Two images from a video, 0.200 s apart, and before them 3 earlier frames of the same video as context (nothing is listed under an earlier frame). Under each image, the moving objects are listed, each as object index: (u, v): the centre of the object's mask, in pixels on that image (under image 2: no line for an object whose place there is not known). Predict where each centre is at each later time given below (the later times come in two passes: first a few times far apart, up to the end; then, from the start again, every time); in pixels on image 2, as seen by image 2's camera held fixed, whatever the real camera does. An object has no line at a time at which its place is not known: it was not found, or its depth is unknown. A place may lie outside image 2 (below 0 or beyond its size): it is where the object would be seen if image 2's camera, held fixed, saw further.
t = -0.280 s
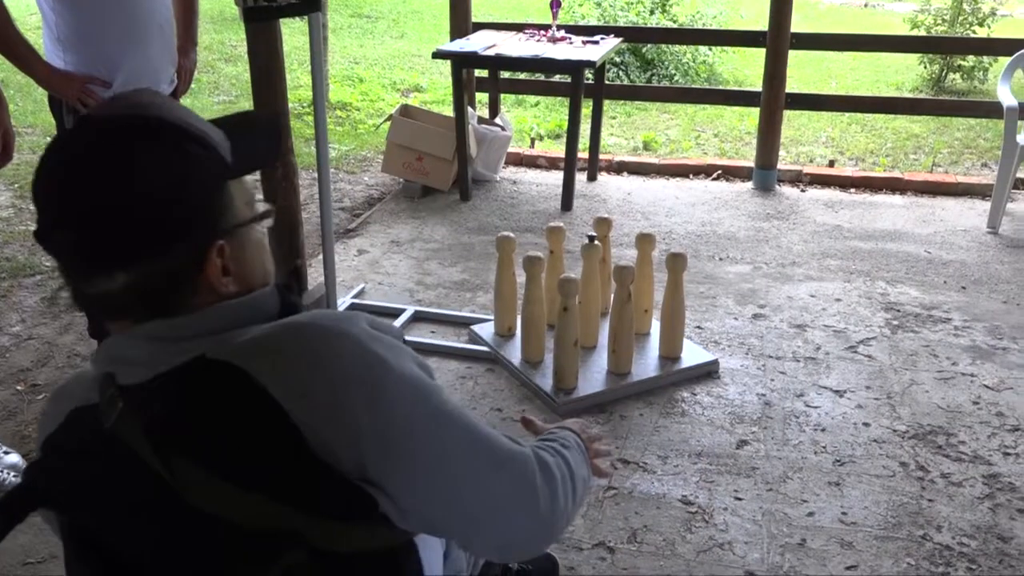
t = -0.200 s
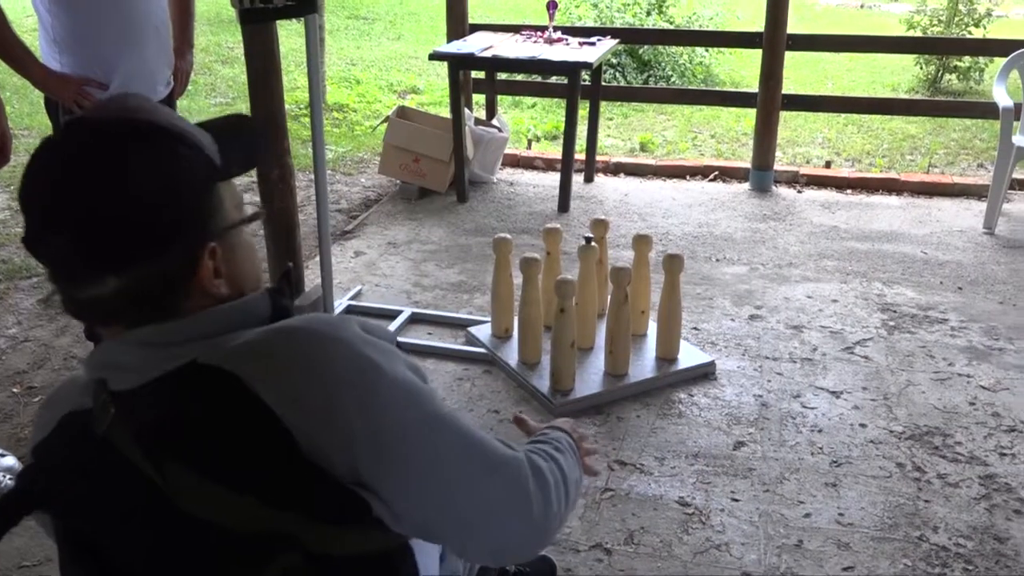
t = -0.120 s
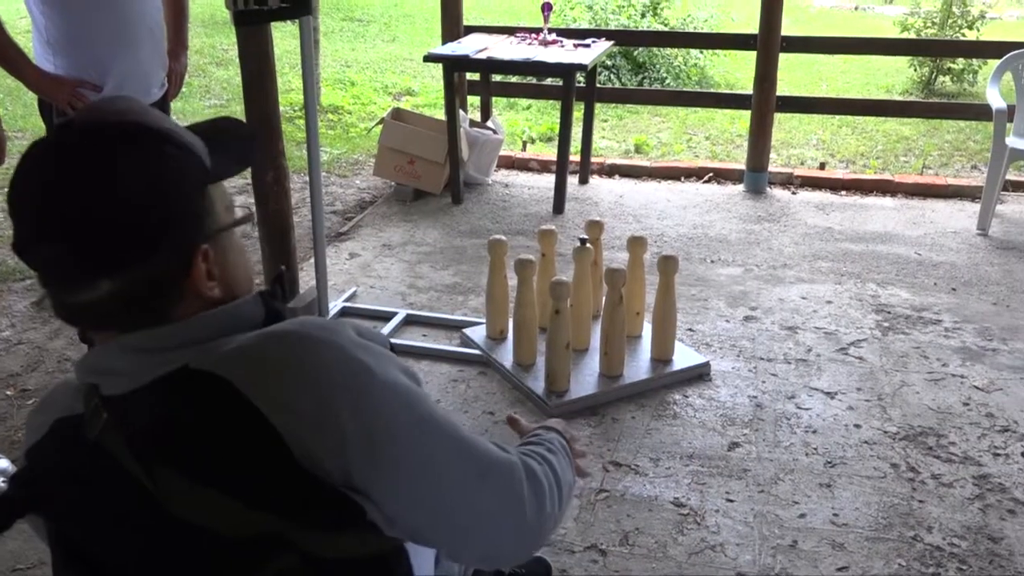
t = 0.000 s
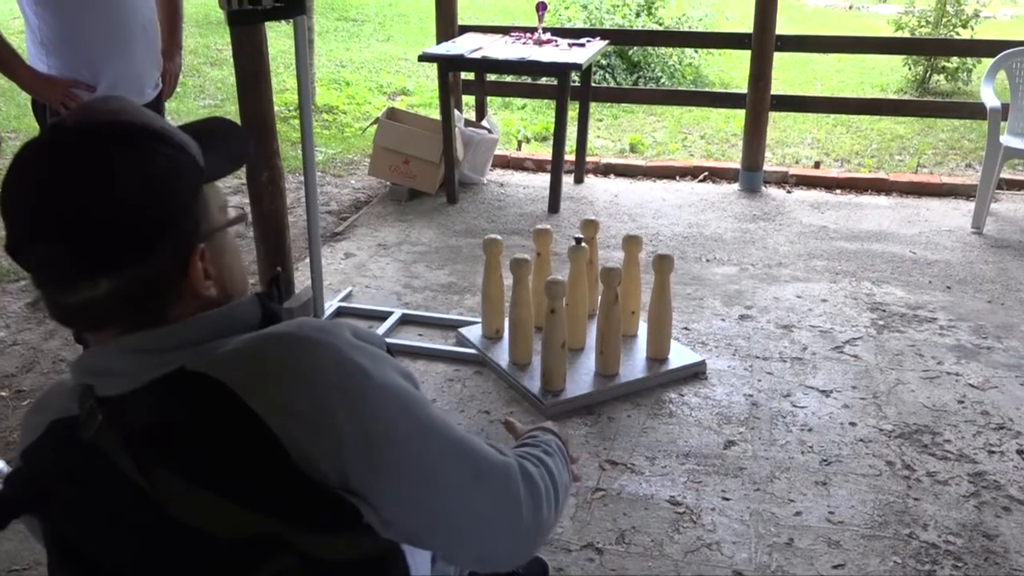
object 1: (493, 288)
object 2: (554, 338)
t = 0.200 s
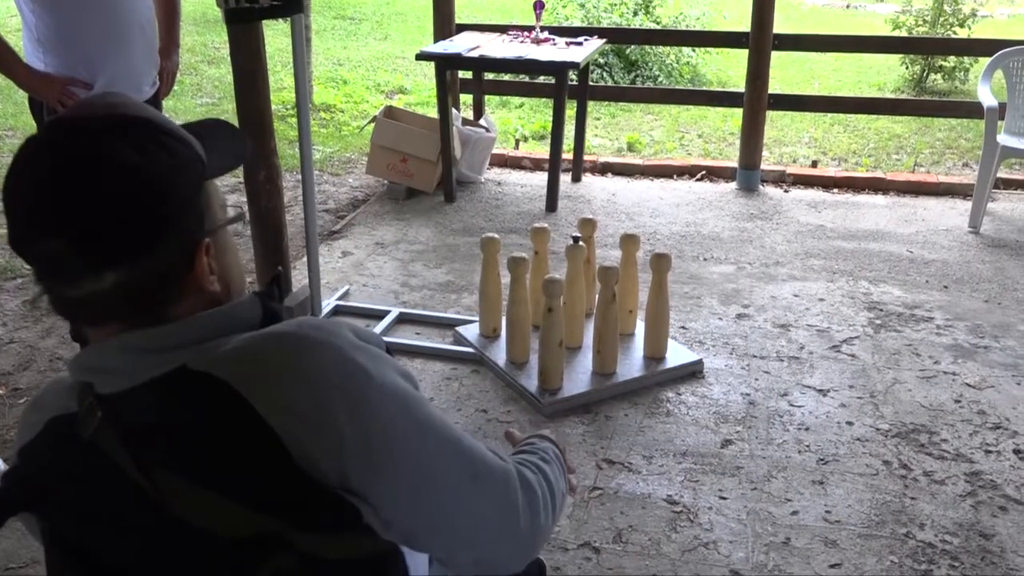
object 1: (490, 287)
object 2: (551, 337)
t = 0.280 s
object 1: (490, 287)
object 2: (551, 337)
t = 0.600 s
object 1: (490, 287)
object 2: (551, 337)
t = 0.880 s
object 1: (490, 287)
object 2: (551, 337)
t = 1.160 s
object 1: (450, 334)
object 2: (561, 341)
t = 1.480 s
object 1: (440, 349)
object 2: (616, 402)
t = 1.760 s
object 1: (443, 352)
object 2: (620, 418)
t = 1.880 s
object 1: (445, 353)
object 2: (617, 421)
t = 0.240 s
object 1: (490, 287)
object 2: (551, 337)
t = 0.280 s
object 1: (490, 287)
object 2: (551, 337)
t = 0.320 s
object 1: (490, 287)
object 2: (551, 337)
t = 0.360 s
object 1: (490, 287)
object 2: (552, 336)
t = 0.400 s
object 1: (490, 287)
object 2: (551, 336)
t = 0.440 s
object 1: (490, 287)
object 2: (551, 337)
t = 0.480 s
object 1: (490, 287)
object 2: (551, 336)
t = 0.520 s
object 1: (490, 287)
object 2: (551, 337)
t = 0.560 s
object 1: (490, 287)
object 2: (551, 336)
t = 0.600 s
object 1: (490, 287)
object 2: (551, 337)
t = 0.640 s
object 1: (490, 287)
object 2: (551, 337)
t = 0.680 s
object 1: (490, 287)
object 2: (551, 337)
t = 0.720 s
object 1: (490, 287)
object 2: (551, 337)
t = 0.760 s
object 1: (490, 287)
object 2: (551, 337)
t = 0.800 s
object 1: (490, 287)
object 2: (551, 337)
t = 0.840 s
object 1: (490, 287)
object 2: (551, 337)
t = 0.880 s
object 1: (490, 287)
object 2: (551, 337)
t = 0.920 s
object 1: (490, 287)
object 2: (551, 337)
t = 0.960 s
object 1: (486, 286)
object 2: (551, 337)
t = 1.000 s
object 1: (468, 275)
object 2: (551, 337)
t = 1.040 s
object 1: (456, 289)
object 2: (552, 338)
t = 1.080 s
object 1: (442, 301)
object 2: (555, 337)
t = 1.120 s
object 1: (440, 319)
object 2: (558, 339)
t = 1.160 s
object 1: (450, 334)
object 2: (561, 341)
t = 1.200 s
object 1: (442, 339)
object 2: (567, 344)
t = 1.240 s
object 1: (437, 340)
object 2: (572, 350)
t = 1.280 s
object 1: (440, 341)
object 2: (576, 360)
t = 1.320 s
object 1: (439, 345)
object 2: (584, 370)
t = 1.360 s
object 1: (438, 346)
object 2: (586, 385)
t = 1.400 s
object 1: (439, 348)
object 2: (607, 405)
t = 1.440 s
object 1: (439, 348)
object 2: (611, 404)
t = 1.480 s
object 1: (440, 349)
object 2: (616, 402)
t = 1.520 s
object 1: (440, 349)
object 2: (617, 402)
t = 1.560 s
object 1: (441, 350)
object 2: (618, 406)
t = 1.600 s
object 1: (441, 350)
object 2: (620, 411)
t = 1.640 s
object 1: (442, 350)
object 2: (621, 412)
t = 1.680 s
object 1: (442, 351)
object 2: (620, 415)
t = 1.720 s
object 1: (443, 352)
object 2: (621, 419)
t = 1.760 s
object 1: (443, 352)
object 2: (620, 418)
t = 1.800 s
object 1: (444, 352)
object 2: (619, 420)
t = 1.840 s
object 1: (445, 352)
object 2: (618, 421)
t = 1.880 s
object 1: (445, 353)
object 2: (617, 421)
